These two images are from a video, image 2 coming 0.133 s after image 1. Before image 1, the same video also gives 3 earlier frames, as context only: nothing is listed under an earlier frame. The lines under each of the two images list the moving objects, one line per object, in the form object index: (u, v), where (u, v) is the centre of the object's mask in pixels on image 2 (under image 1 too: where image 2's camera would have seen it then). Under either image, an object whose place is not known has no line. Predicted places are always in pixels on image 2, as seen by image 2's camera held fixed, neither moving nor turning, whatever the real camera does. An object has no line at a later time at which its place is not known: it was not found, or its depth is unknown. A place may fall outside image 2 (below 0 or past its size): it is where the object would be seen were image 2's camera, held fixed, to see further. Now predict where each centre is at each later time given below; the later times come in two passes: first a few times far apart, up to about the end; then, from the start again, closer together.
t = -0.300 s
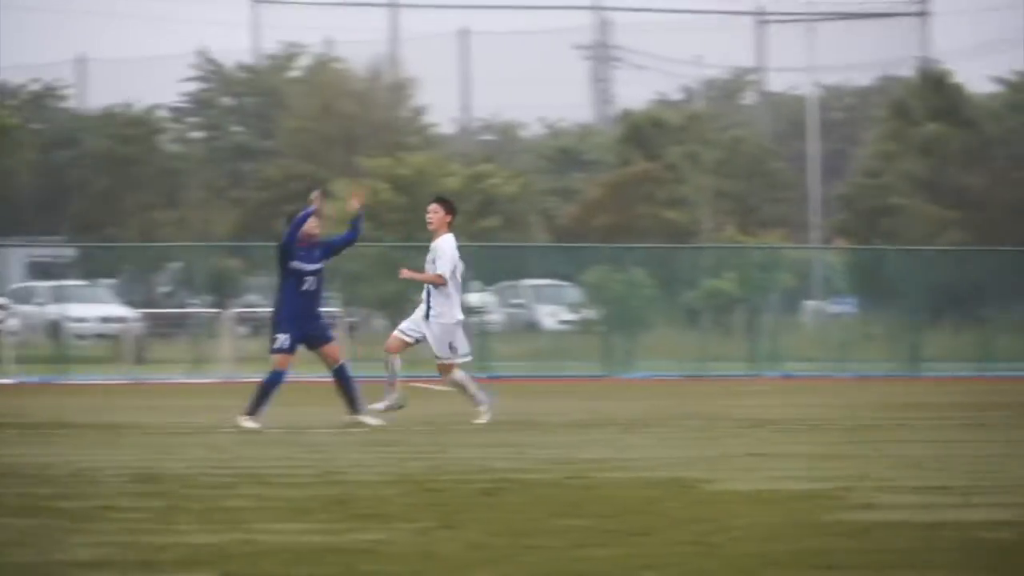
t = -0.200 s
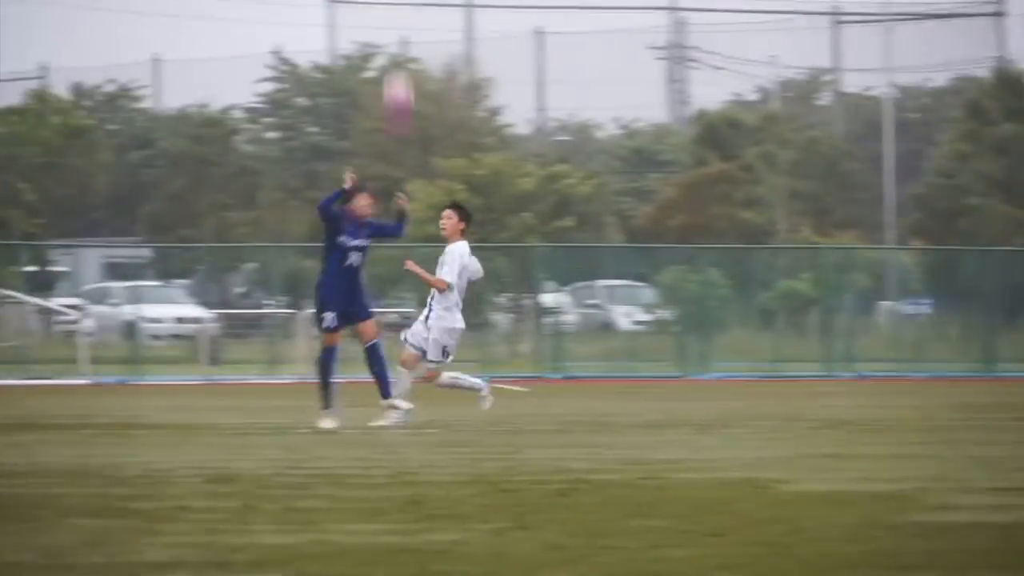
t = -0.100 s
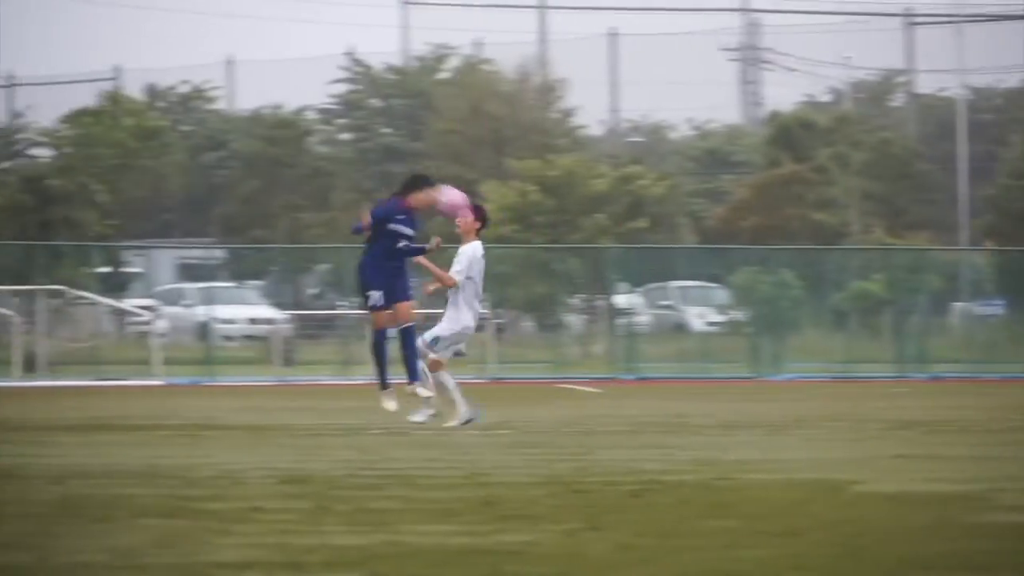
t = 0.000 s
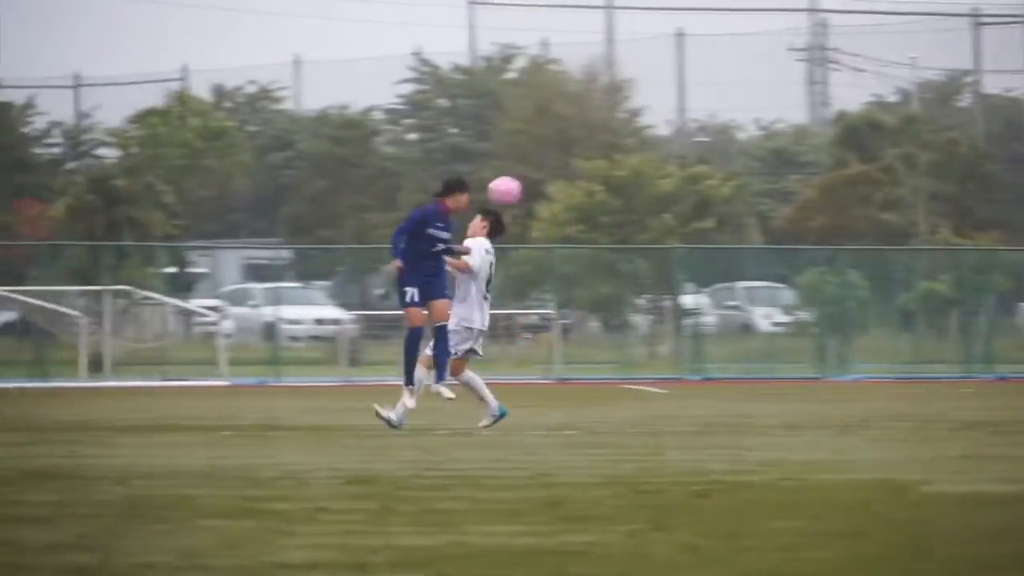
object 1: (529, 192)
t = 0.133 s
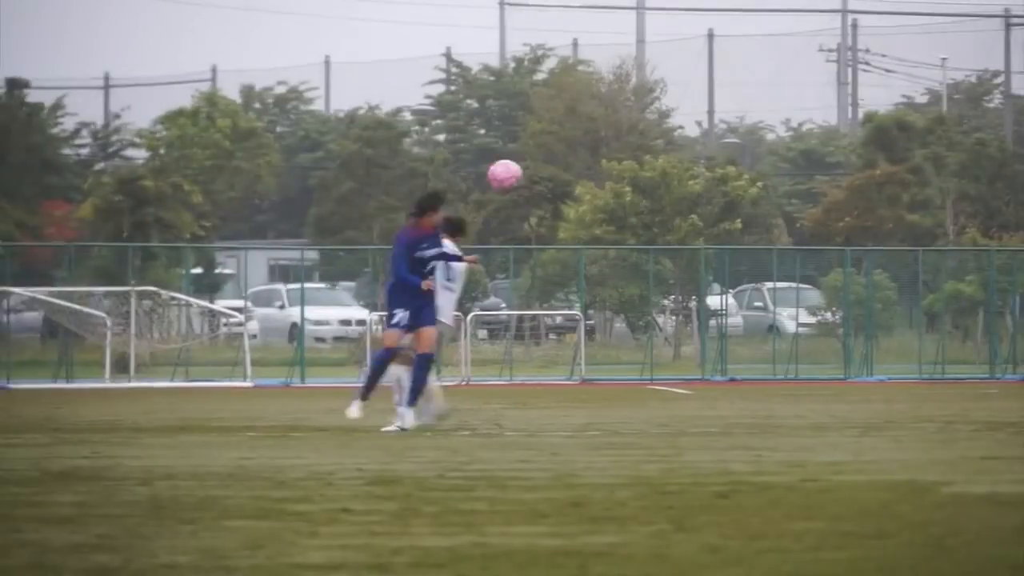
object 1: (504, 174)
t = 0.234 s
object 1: (486, 178)
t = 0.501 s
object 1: (438, 261)
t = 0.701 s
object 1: (409, 399)
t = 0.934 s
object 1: (389, 339)
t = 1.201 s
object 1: (367, 324)
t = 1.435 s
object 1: (345, 407)
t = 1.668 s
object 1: (330, 393)
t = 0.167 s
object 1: (498, 174)
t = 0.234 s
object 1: (486, 178)
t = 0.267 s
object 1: (480, 182)
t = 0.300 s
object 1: (474, 188)
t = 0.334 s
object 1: (467, 196)
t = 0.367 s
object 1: (461, 206)
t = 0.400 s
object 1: (455, 217)
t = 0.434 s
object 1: (450, 229)
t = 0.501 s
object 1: (438, 261)
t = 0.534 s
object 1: (434, 278)
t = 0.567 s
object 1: (428, 297)
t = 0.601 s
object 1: (423, 321)
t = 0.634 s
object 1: (419, 344)
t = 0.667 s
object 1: (414, 367)
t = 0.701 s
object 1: (409, 399)
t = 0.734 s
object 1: (405, 421)
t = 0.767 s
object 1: (402, 405)
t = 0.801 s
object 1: (399, 388)
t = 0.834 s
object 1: (396, 373)
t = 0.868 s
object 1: (394, 359)
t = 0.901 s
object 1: (391, 348)
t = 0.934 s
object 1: (389, 339)
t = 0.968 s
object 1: (385, 330)
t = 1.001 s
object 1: (384, 324)
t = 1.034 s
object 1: (381, 319)
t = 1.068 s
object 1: (378, 316)
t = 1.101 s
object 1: (375, 315)
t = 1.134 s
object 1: (372, 316)
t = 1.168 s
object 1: (370, 319)
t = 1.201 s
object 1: (367, 324)
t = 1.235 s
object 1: (363, 329)
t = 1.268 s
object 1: (361, 338)
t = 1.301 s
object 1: (357, 347)
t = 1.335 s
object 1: (354, 359)
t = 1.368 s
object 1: (351, 373)
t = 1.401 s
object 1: (348, 389)
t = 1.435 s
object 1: (345, 407)
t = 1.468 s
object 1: (343, 425)
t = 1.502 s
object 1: (340, 421)
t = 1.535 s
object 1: (337, 411)
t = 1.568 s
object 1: (336, 403)
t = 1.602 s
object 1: (333, 398)
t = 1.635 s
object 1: (332, 394)
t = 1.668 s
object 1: (330, 393)
